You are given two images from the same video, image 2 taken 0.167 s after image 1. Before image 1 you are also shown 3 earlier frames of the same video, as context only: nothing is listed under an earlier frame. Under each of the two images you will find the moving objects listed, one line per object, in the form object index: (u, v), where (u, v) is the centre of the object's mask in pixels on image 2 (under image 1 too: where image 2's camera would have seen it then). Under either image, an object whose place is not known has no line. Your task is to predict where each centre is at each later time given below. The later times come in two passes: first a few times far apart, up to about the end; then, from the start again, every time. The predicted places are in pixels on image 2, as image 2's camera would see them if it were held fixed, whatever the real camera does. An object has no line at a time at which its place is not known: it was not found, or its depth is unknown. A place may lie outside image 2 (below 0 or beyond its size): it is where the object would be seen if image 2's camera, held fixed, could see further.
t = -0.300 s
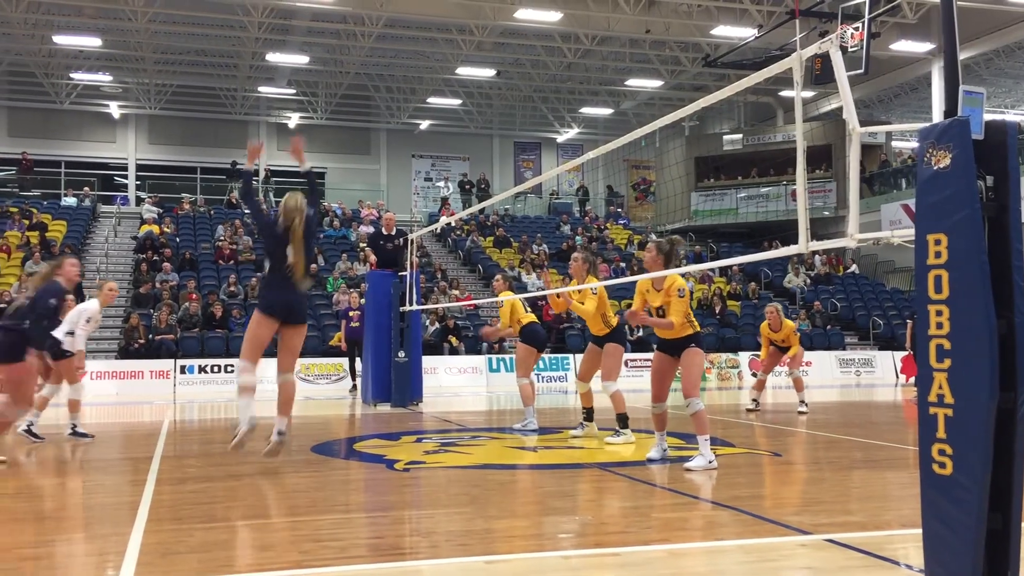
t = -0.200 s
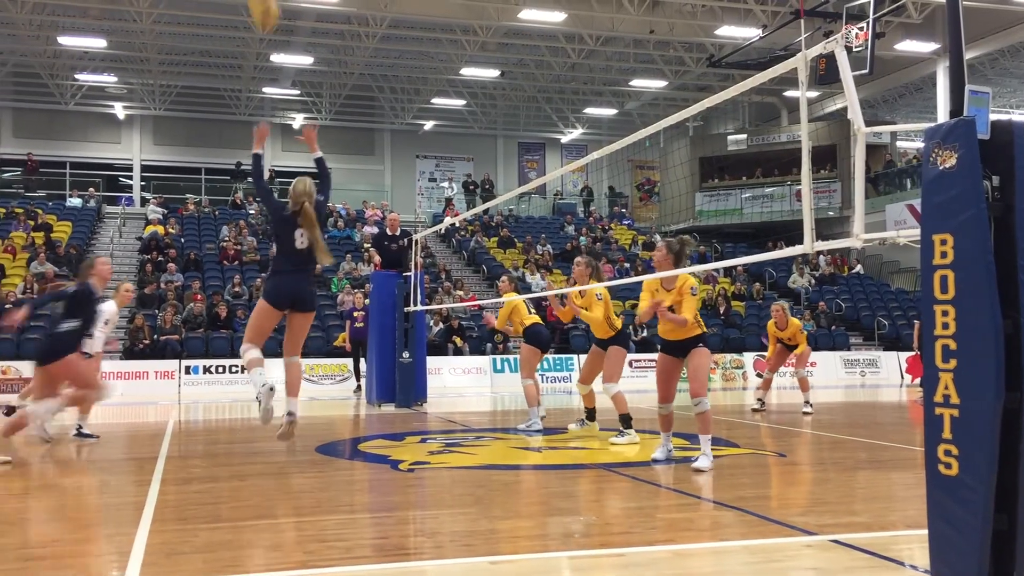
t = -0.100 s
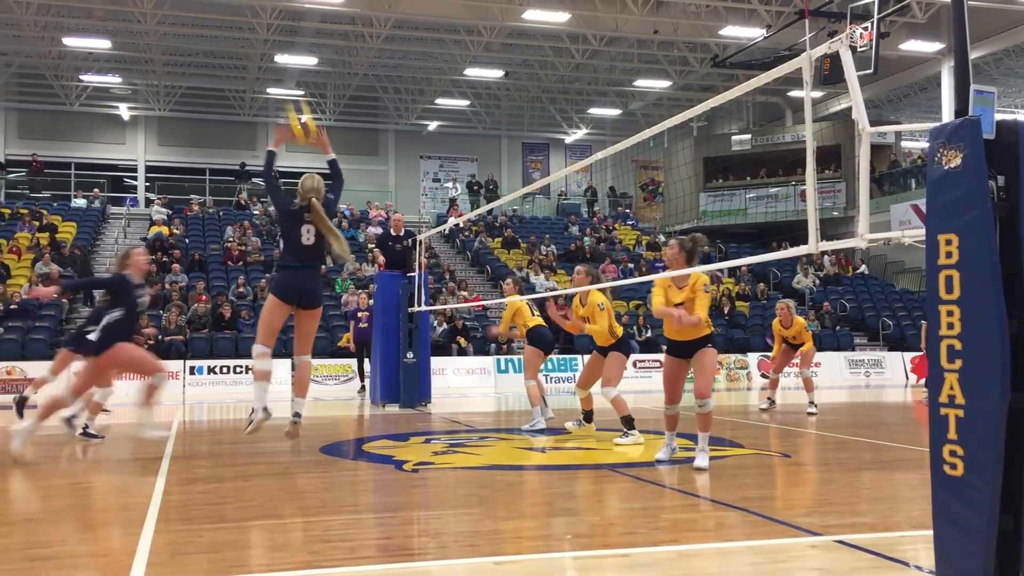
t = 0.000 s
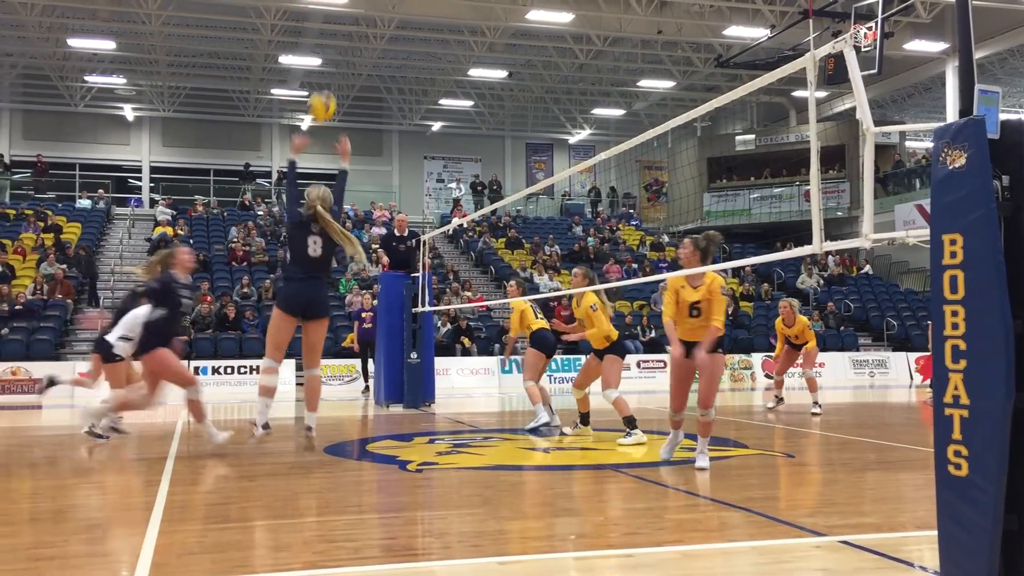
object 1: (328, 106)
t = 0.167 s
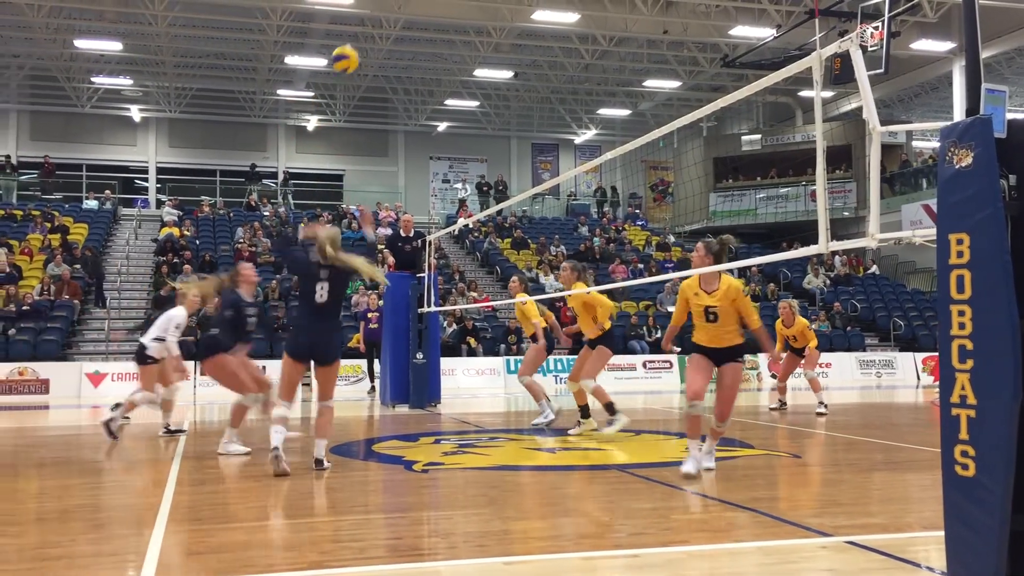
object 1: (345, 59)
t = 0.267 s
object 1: (356, 47)
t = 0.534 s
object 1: (382, 74)
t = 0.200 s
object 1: (349, 53)
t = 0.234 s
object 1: (353, 49)
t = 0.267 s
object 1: (356, 47)
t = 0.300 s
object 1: (360, 46)
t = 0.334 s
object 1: (363, 47)
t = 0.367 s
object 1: (366, 48)
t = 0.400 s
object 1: (370, 51)
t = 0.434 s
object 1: (373, 55)
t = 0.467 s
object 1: (377, 60)
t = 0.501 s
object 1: (379, 66)
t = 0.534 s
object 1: (382, 74)
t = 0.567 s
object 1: (385, 83)
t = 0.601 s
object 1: (387, 93)
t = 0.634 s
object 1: (391, 104)
